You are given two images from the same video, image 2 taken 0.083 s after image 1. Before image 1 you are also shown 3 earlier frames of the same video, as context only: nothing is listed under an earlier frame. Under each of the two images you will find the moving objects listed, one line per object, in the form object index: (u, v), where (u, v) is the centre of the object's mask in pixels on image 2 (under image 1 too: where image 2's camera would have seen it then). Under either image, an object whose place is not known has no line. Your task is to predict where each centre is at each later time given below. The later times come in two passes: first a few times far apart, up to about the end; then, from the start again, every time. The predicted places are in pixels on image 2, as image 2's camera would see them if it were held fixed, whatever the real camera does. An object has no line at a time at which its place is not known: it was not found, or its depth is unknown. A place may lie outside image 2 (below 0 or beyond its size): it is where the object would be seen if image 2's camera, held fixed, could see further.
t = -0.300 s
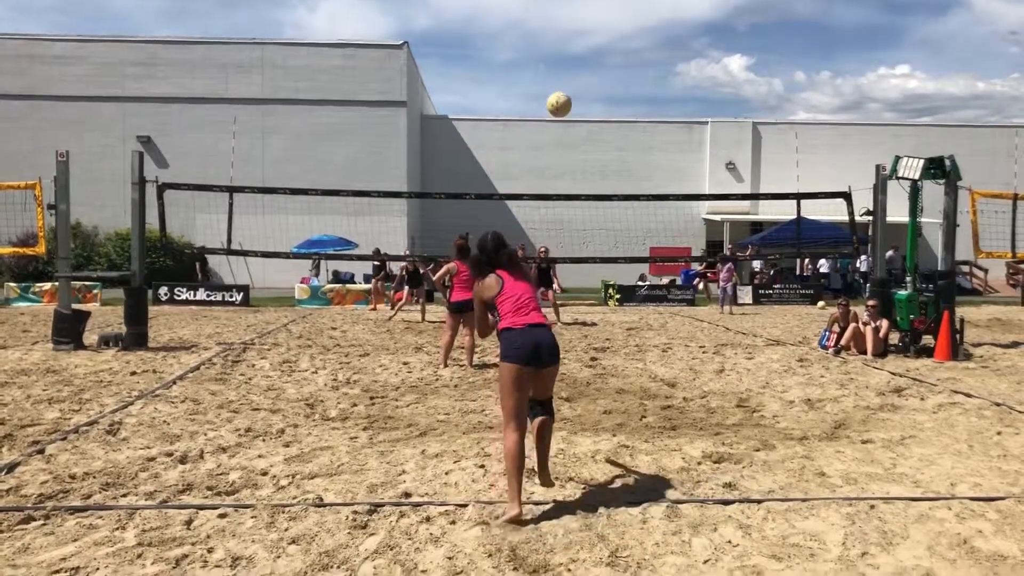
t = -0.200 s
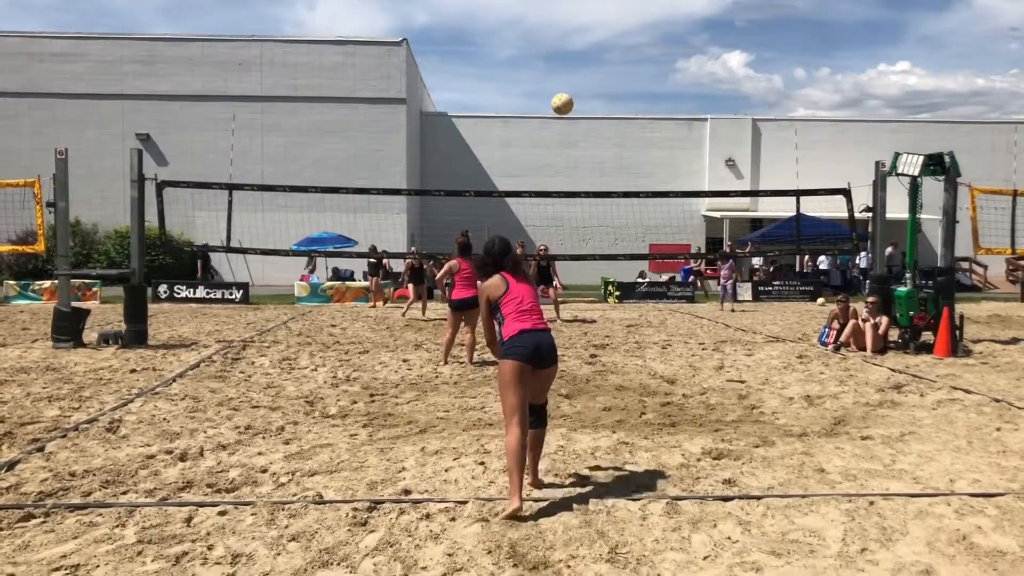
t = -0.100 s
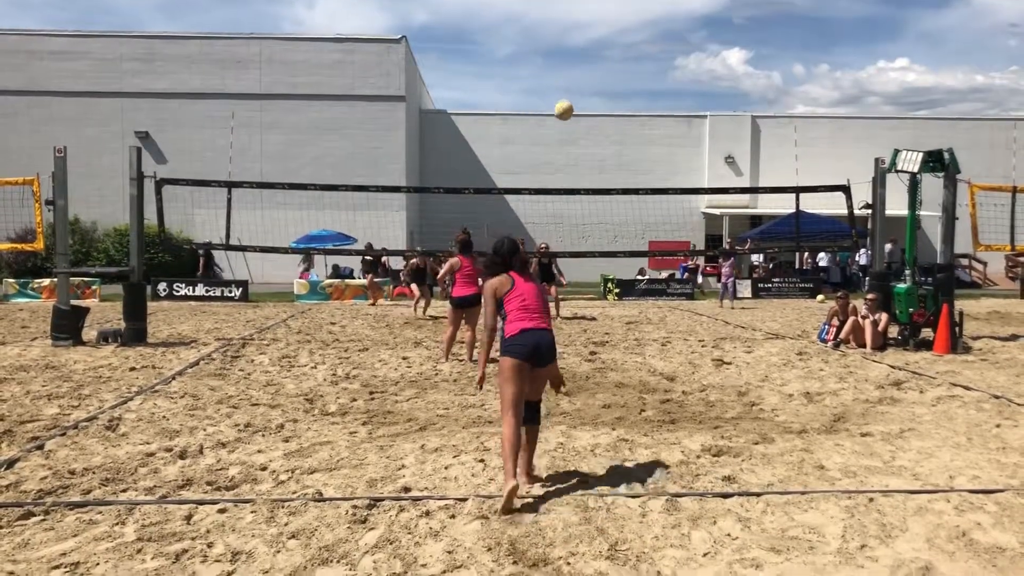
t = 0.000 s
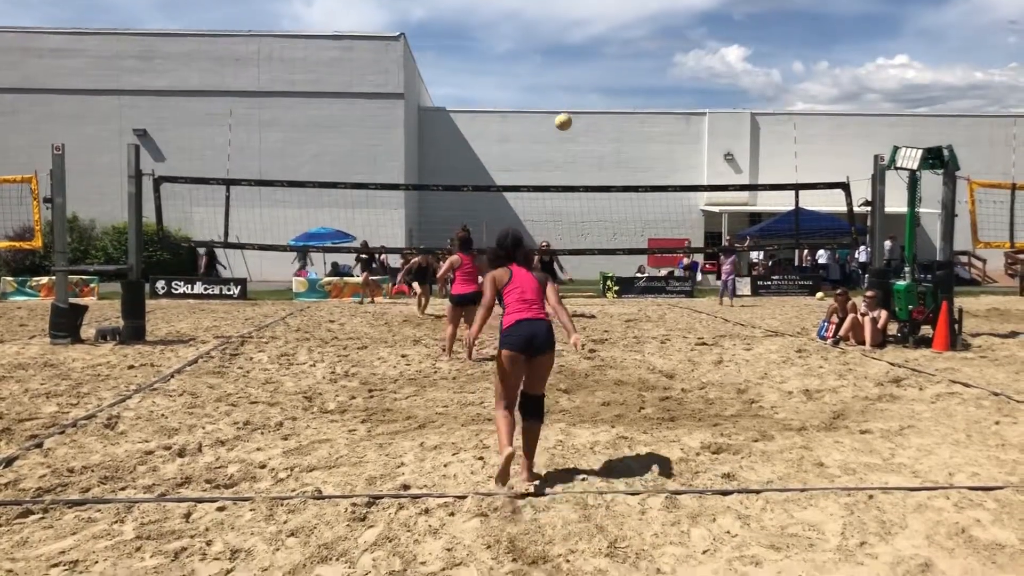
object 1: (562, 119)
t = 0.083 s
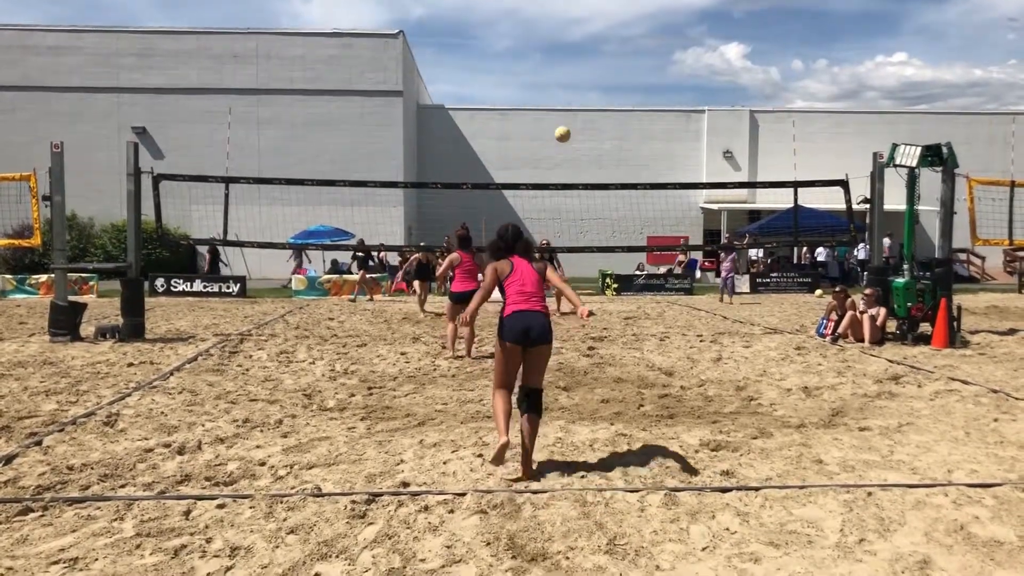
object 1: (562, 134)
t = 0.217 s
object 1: (561, 163)
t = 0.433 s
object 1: (558, 216)
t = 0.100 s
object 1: (562, 138)
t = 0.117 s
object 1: (562, 141)
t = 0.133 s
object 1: (562, 145)
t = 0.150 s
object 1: (562, 148)
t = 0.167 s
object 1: (562, 152)
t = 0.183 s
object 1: (562, 155)
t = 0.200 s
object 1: (561, 159)
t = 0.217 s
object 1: (561, 163)
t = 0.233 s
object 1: (561, 167)
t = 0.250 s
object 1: (560, 170)
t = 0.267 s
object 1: (560, 174)
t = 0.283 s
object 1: (560, 177)
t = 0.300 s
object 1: (560, 180)
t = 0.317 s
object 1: (559, 191)
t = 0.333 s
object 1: (559, 193)
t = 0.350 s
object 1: (558, 195)
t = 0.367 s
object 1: (558, 199)
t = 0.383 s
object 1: (558, 203)
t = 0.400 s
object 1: (558, 207)
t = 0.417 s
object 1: (558, 211)
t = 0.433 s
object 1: (558, 216)
